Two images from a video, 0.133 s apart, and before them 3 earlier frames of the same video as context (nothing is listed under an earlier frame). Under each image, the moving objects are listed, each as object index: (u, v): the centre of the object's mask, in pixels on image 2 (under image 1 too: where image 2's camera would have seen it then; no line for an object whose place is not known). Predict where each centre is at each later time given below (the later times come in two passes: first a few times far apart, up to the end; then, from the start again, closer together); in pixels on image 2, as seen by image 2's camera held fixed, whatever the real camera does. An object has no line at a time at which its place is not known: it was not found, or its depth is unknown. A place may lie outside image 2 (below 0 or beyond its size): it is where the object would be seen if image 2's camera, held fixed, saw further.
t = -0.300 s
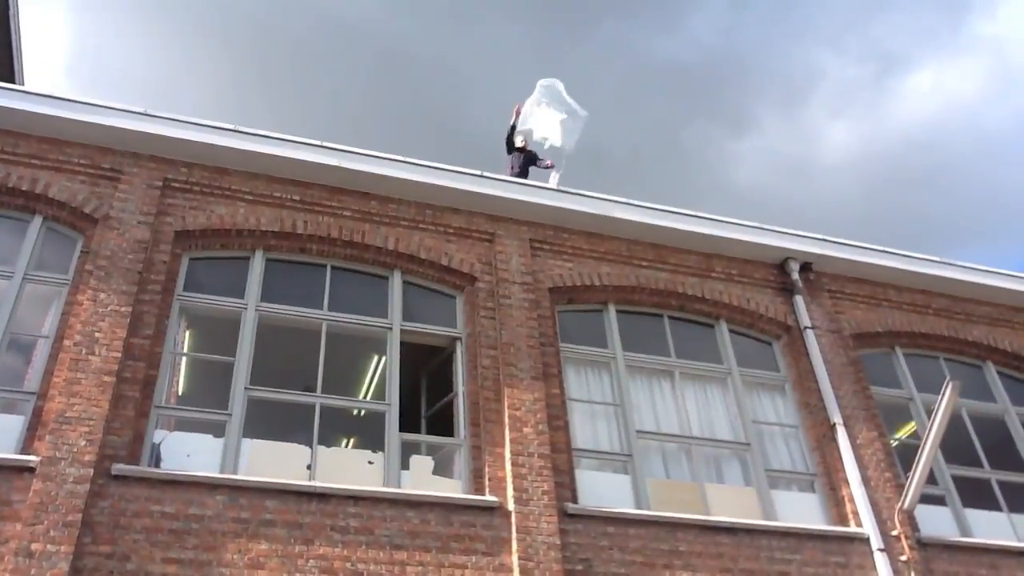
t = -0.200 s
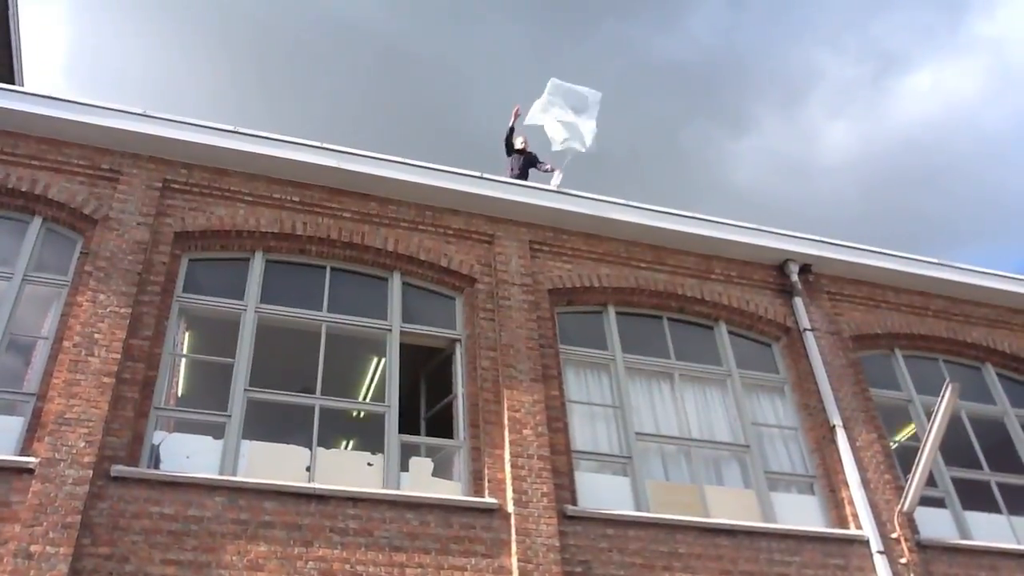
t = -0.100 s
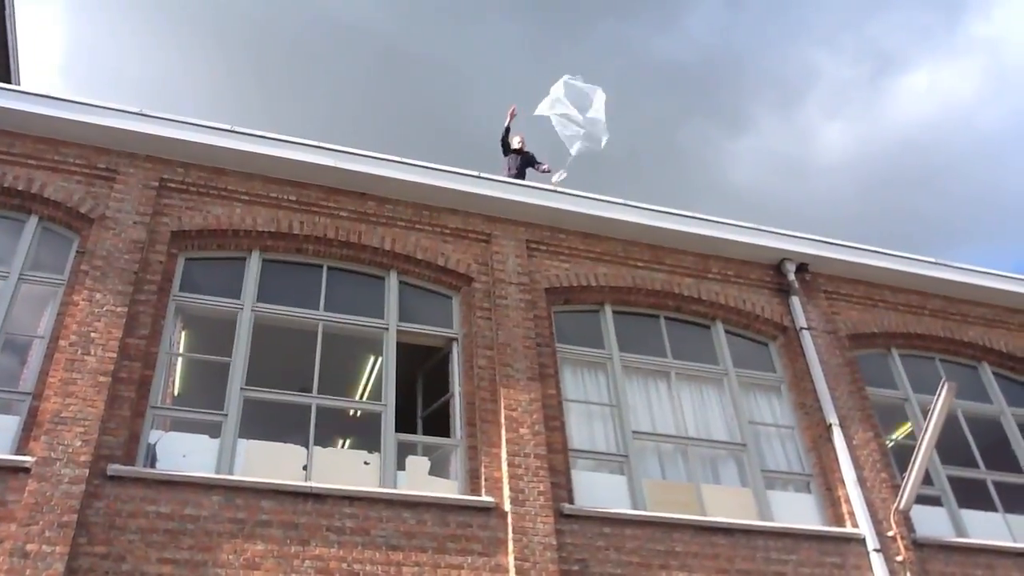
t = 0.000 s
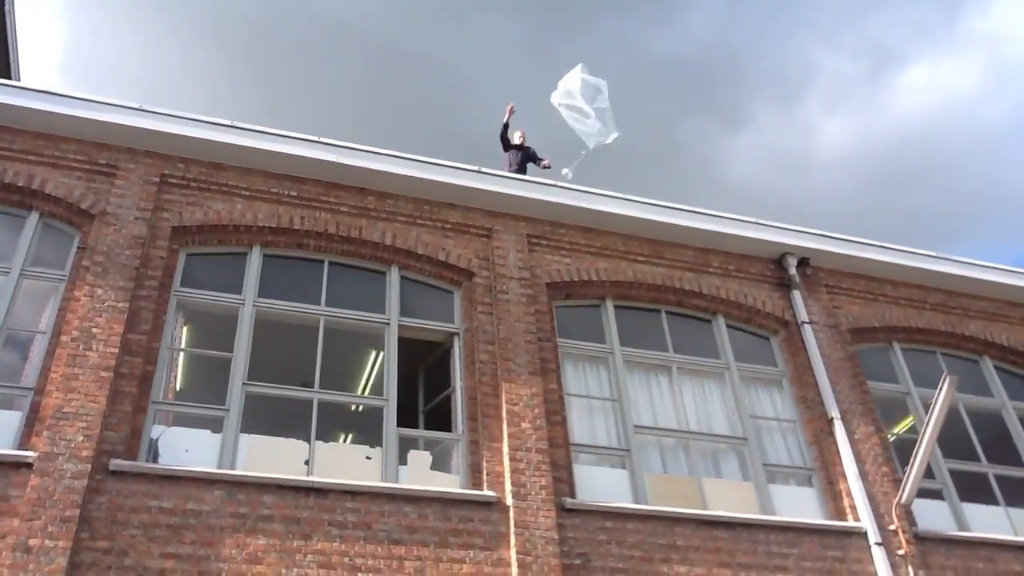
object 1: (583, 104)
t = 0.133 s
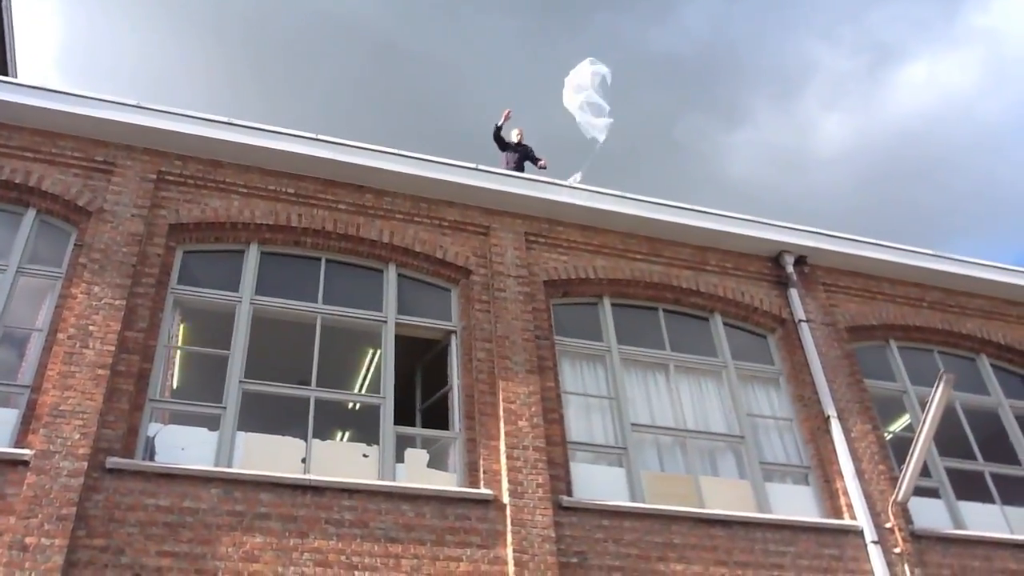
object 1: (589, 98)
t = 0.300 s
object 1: (594, 98)
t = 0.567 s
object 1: (597, 95)
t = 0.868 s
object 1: (574, 99)
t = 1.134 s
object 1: (546, 92)
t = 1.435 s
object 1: (532, 90)
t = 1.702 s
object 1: (535, 92)
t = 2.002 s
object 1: (506, 73)
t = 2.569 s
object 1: (434, 19)
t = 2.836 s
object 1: (400, 39)
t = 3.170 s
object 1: (342, 137)
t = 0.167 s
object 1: (590, 98)
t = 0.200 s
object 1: (592, 98)
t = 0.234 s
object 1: (593, 98)
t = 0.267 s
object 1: (594, 98)
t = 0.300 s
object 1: (594, 98)
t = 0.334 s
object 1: (595, 98)
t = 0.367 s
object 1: (597, 98)
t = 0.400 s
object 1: (597, 96)
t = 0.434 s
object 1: (599, 96)
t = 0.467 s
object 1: (599, 95)
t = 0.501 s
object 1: (598, 93)
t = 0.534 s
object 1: (598, 94)
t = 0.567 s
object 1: (597, 95)
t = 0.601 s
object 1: (595, 98)
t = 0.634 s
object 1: (592, 100)
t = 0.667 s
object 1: (591, 103)
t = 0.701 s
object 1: (589, 105)
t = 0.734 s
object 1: (584, 104)
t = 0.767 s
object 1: (583, 103)
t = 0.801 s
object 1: (579, 100)
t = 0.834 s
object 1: (577, 99)
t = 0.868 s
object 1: (574, 99)
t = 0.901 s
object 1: (571, 100)
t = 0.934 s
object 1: (566, 98)
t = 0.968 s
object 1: (563, 96)
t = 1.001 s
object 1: (560, 95)
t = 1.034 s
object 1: (556, 95)
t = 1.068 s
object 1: (553, 93)
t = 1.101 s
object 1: (549, 93)
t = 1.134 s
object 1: (546, 92)
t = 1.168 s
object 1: (543, 91)
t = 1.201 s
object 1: (541, 90)
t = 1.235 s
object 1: (538, 89)
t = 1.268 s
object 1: (536, 89)
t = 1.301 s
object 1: (534, 89)
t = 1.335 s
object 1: (533, 89)
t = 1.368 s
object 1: (532, 89)
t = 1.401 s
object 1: (532, 90)
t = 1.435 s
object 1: (532, 90)
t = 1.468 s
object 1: (532, 91)
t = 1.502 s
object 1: (533, 91)
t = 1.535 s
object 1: (534, 90)
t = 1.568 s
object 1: (535, 90)
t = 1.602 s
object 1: (535, 90)
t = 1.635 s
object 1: (535, 91)
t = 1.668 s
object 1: (536, 92)
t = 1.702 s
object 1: (535, 92)
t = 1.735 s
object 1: (535, 92)
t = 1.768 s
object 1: (535, 91)
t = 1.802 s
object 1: (535, 89)
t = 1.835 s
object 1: (533, 88)
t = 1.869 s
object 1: (529, 87)
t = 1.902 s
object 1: (525, 85)
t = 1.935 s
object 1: (519, 82)
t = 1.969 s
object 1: (512, 78)
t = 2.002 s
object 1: (506, 73)
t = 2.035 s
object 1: (502, 67)
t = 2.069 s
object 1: (497, 61)
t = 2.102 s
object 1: (491, 54)
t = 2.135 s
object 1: (486, 47)
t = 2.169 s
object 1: (481, 41)
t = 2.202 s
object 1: (477, 35)
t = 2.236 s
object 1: (472, 29)
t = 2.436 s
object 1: (447, 15)
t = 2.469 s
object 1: (444, 14)
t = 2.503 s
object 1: (440, 16)
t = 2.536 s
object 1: (436, 18)
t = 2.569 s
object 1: (434, 19)
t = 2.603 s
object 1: (431, 19)
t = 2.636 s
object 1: (429, 20)
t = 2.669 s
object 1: (421, 21)
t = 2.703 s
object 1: (417, 25)
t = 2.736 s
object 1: (414, 27)
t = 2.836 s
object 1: (400, 39)
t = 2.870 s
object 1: (399, 48)
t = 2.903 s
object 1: (399, 57)
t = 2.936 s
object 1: (397, 67)
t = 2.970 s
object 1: (394, 75)
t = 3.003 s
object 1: (387, 88)
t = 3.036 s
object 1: (383, 96)
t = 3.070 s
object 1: (374, 101)
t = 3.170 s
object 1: (342, 137)
